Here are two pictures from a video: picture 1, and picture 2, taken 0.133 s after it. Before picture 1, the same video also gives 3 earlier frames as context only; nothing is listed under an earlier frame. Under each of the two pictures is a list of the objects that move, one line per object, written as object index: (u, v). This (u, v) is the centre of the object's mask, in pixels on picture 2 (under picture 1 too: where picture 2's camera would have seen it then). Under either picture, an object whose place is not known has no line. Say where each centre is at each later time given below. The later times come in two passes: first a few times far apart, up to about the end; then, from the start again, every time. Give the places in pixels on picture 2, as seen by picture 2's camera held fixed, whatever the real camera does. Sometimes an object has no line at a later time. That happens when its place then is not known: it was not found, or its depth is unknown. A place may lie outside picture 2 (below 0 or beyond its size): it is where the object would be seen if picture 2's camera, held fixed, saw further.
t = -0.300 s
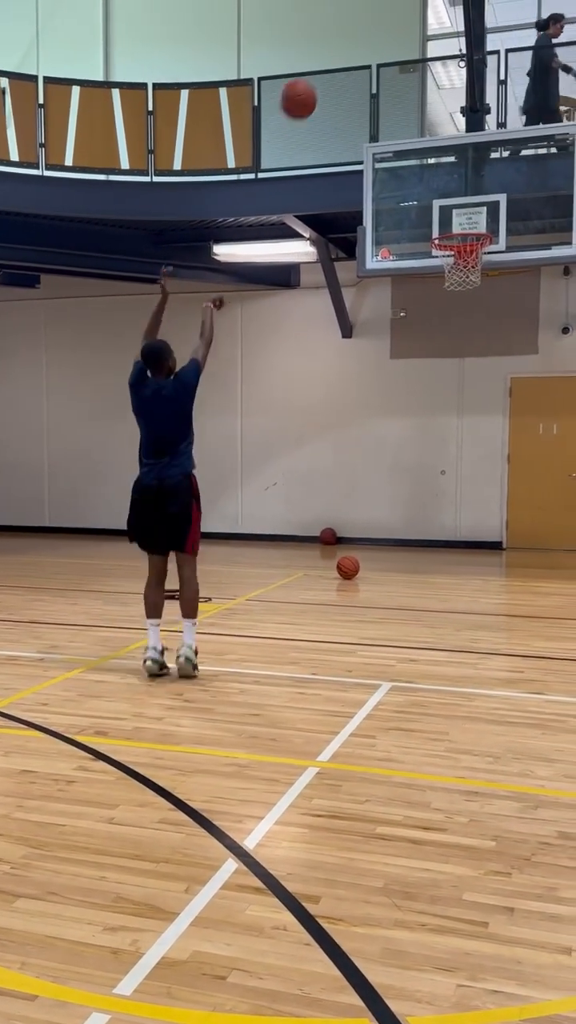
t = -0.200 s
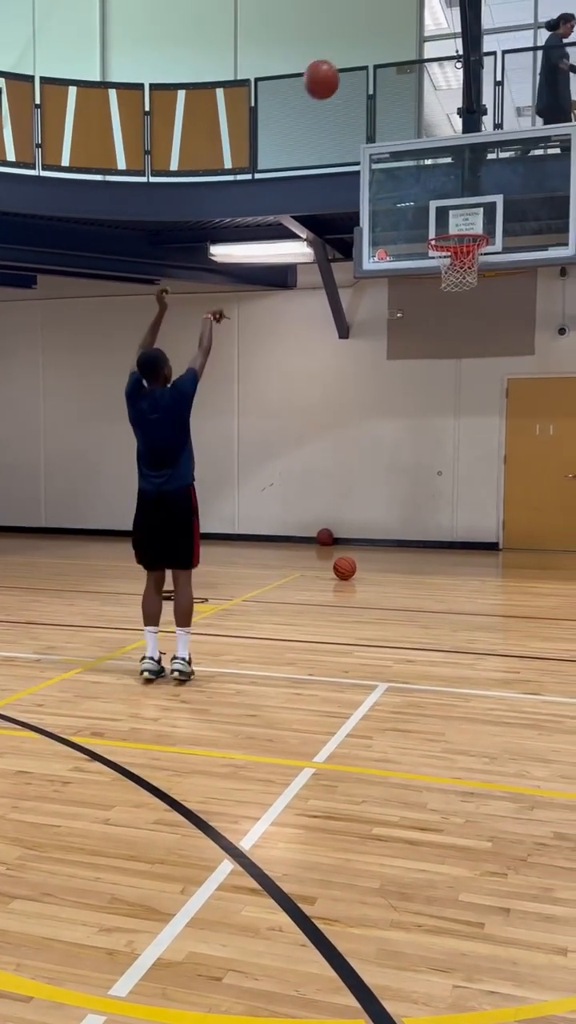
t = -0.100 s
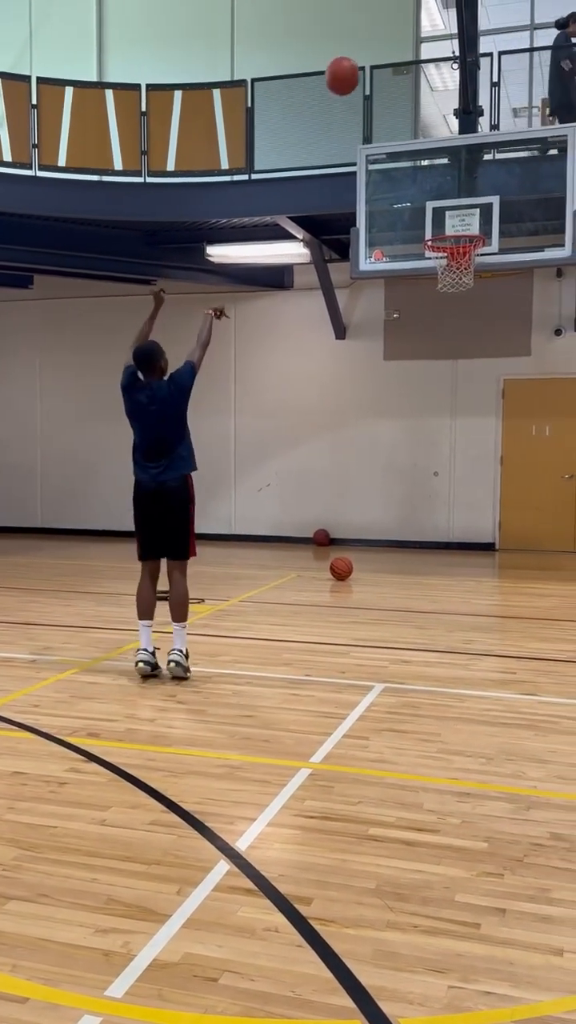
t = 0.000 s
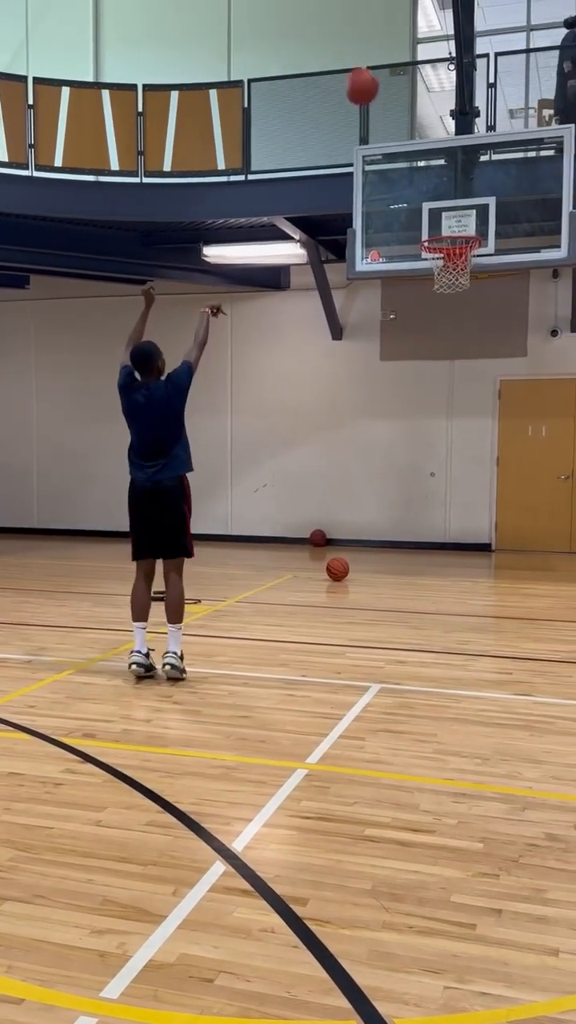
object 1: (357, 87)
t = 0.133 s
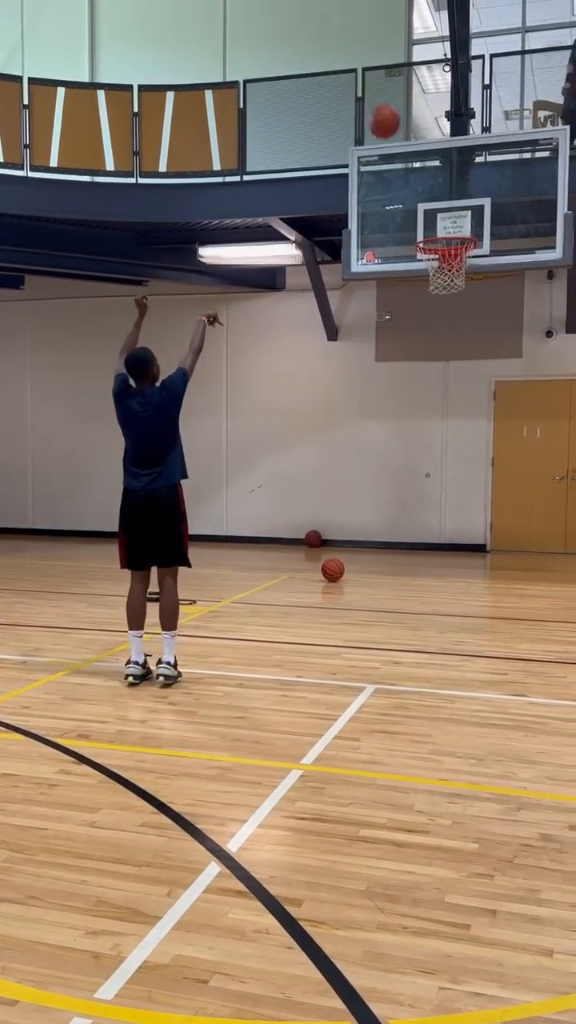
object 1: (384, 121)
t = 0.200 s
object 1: (397, 146)
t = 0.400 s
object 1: (426, 221)
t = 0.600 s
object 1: (434, 212)
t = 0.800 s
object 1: (442, 252)
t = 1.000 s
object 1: (447, 329)
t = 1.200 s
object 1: (452, 443)
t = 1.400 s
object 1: (456, 593)
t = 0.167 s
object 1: (391, 132)
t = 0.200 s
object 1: (397, 146)
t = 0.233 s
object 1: (402, 159)
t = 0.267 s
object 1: (409, 174)
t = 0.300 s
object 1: (414, 191)
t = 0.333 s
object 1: (419, 208)
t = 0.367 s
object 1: (425, 226)
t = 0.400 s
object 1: (426, 221)
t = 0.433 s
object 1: (427, 216)
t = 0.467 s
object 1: (429, 212)
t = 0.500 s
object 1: (431, 210)
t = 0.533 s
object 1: (432, 210)
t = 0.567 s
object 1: (433, 210)
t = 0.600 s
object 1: (434, 212)
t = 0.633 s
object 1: (435, 216)
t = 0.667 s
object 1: (437, 221)
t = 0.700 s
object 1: (439, 226)
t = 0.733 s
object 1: (439, 229)
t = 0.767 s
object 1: (441, 234)
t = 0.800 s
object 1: (442, 252)
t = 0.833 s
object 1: (441, 259)
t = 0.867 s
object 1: (445, 277)
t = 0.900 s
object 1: (444, 293)
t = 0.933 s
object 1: (445, 300)
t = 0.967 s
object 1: (446, 315)
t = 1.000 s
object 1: (447, 329)
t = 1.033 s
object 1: (447, 346)
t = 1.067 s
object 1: (448, 363)
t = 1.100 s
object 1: (449, 381)
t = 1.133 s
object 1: (450, 400)
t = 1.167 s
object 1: (451, 421)
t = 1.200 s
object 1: (452, 443)
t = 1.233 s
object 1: (452, 466)
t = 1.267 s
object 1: (453, 490)
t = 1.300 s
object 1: (453, 515)
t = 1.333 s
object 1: (454, 541)
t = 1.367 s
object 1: (455, 570)
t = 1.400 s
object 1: (456, 593)
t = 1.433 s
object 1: (458, 574)
